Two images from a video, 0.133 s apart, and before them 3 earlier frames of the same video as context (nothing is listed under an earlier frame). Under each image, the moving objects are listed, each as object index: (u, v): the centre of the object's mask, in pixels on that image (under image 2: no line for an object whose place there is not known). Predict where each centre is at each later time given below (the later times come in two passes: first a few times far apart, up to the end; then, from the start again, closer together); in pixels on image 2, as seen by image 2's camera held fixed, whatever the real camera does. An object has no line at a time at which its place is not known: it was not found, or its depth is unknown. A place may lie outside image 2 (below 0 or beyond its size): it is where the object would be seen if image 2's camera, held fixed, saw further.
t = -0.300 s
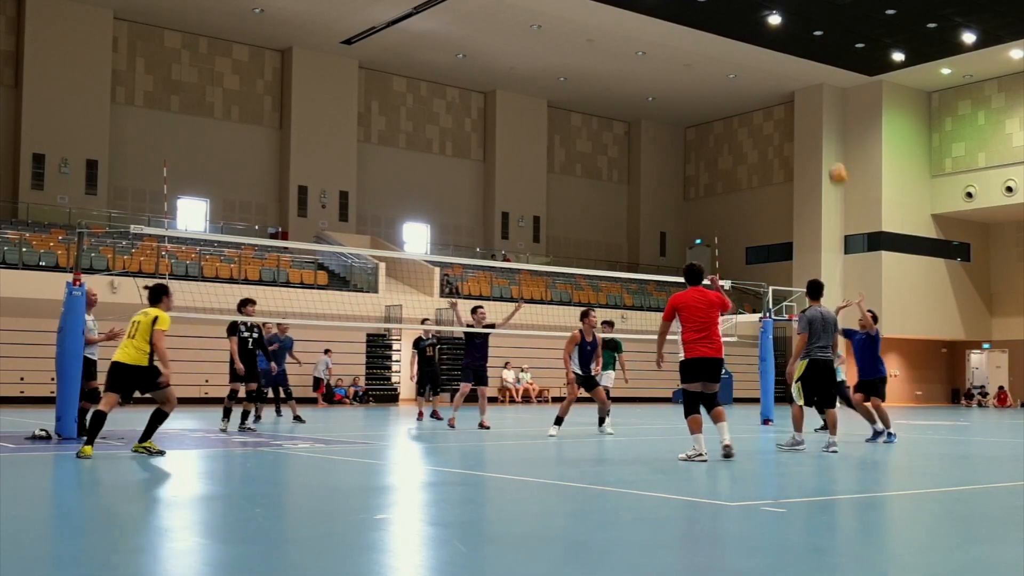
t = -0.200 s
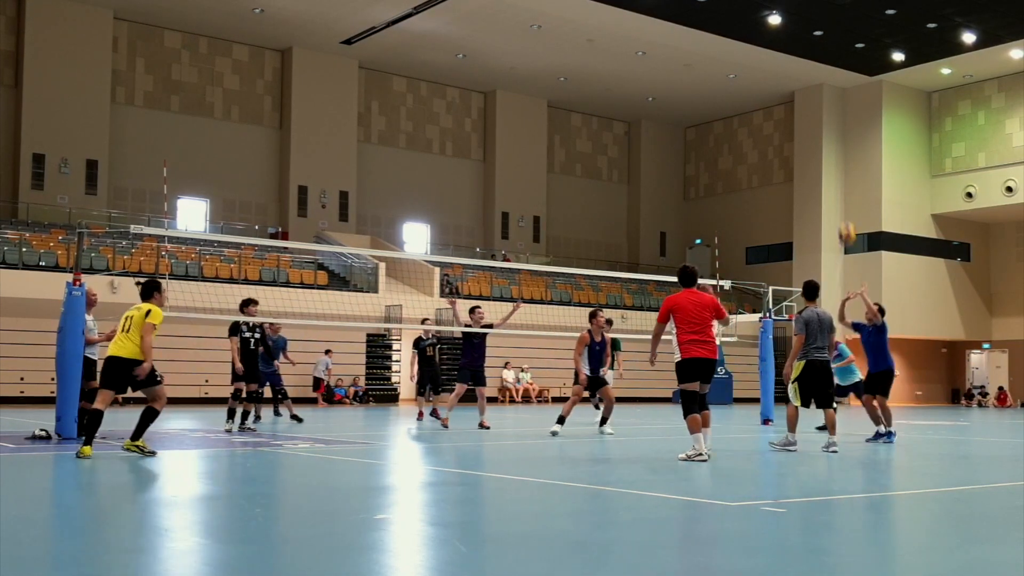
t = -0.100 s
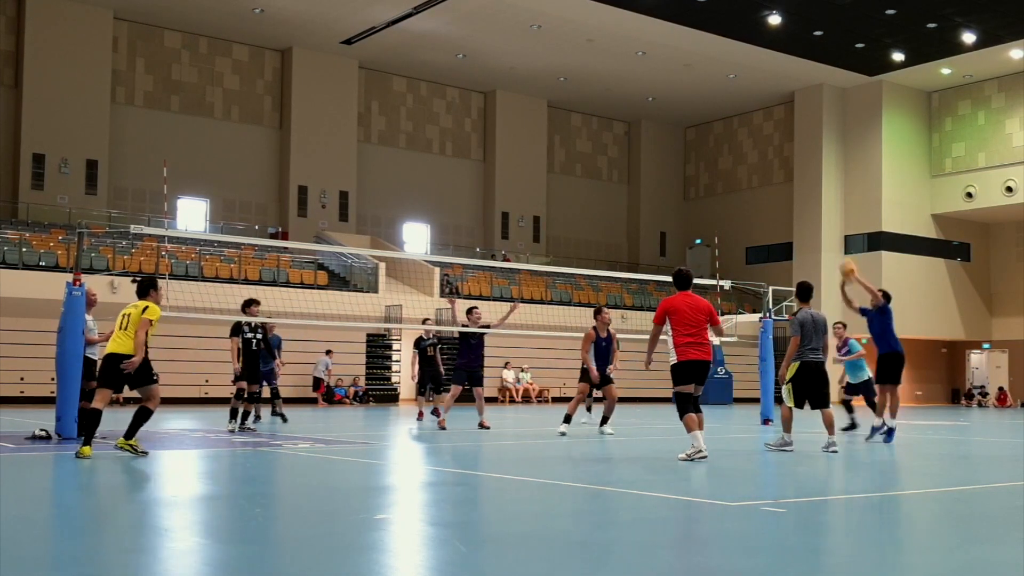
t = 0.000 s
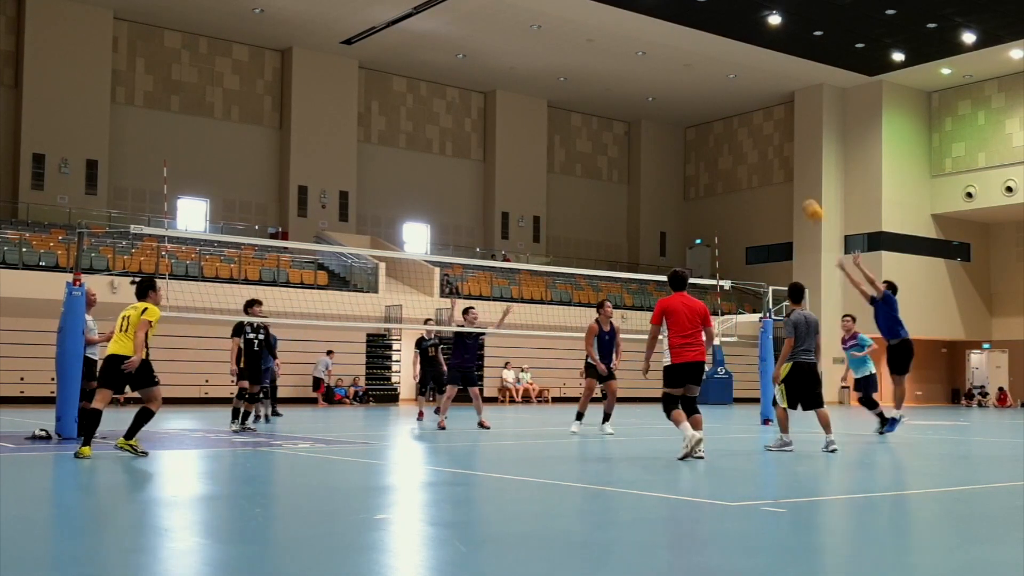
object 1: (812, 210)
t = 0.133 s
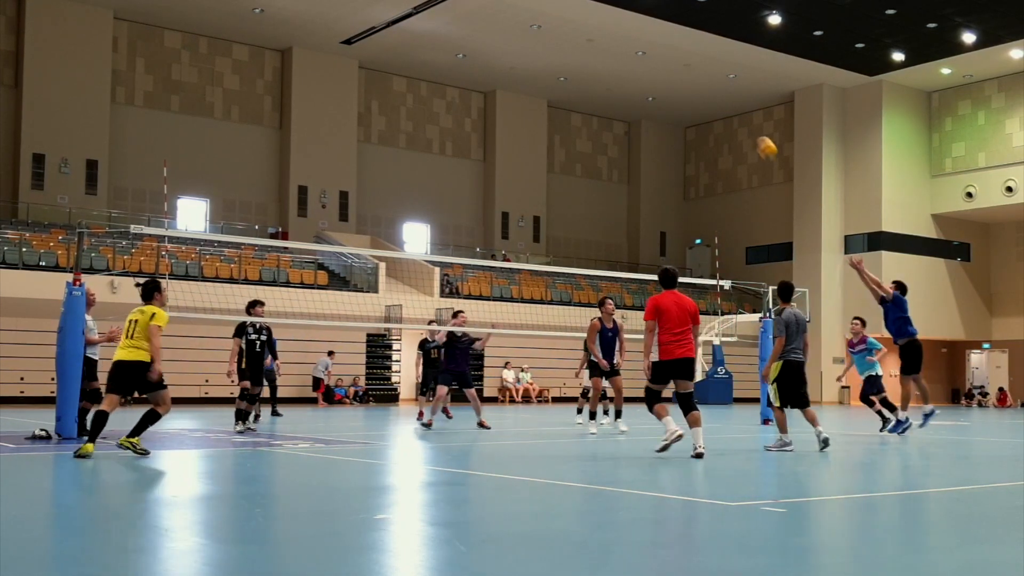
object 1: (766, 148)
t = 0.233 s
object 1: (732, 111)
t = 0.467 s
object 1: (654, 55)
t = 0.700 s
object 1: (577, 46)
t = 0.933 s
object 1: (502, 79)
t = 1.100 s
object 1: (452, 129)
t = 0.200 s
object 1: (743, 122)
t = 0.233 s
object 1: (732, 111)
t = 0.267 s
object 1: (721, 100)
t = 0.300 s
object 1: (710, 91)
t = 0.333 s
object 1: (699, 82)
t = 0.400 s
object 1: (676, 67)
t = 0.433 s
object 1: (665, 61)
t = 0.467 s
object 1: (654, 55)
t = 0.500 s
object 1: (643, 52)
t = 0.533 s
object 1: (632, 49)
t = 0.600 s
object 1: (609, 45)
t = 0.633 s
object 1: (599, 44)
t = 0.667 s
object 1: (588, 45)
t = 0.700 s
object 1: (577, 46)
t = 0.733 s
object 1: (567, 48)
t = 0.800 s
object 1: (545, 55)
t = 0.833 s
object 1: (534, 60)
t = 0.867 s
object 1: (523, 65)
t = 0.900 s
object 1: (513, 71)
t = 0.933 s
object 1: (502, 79)
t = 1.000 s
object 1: (482, 97)
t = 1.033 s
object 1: (472, 107)
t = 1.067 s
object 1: (461, 117)
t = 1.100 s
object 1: (452, 129)
